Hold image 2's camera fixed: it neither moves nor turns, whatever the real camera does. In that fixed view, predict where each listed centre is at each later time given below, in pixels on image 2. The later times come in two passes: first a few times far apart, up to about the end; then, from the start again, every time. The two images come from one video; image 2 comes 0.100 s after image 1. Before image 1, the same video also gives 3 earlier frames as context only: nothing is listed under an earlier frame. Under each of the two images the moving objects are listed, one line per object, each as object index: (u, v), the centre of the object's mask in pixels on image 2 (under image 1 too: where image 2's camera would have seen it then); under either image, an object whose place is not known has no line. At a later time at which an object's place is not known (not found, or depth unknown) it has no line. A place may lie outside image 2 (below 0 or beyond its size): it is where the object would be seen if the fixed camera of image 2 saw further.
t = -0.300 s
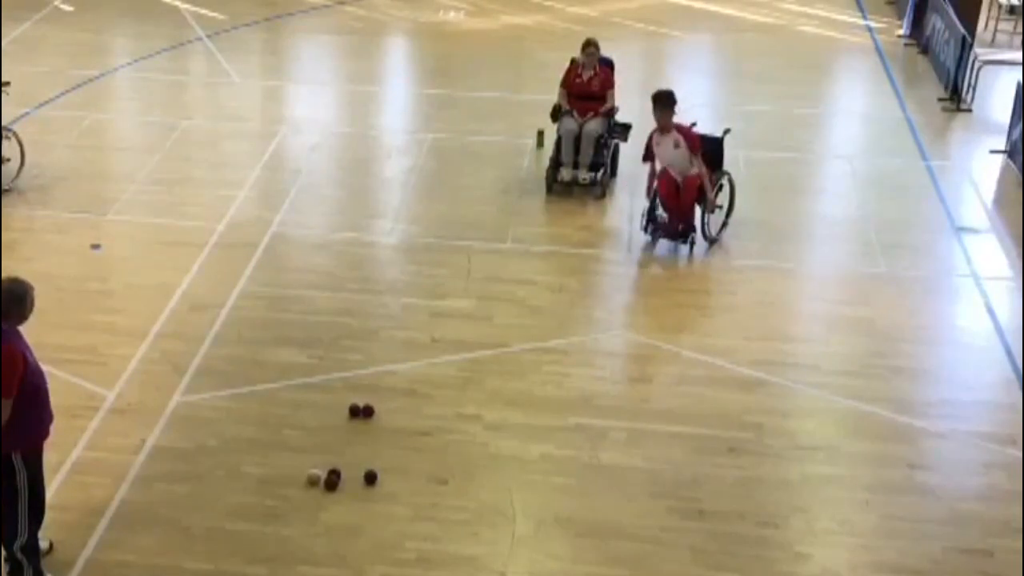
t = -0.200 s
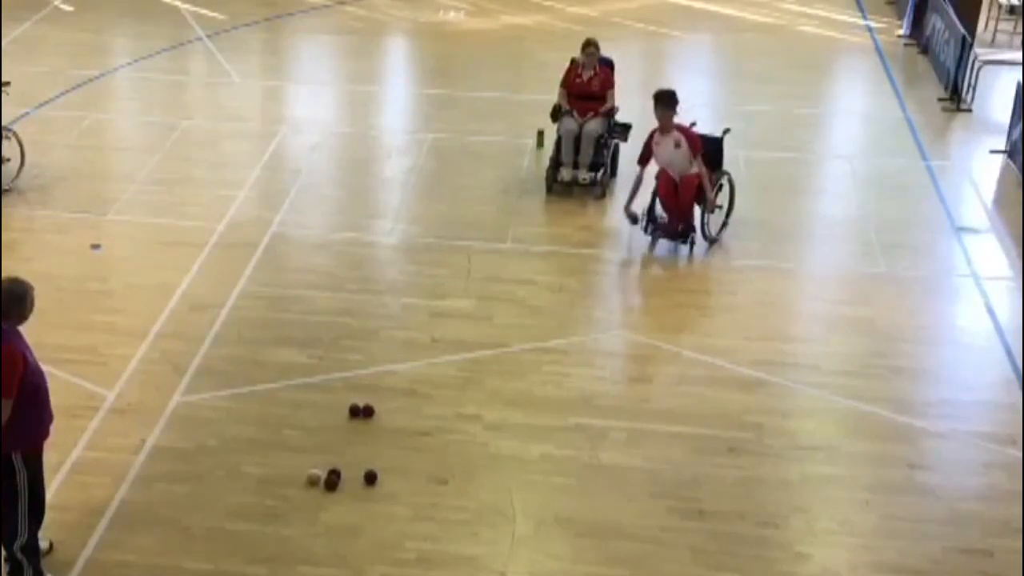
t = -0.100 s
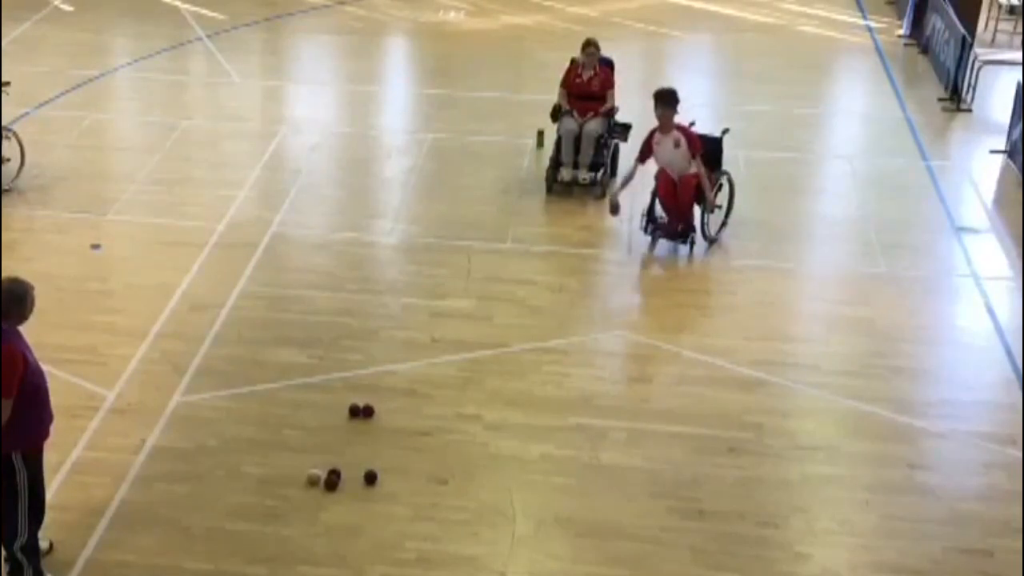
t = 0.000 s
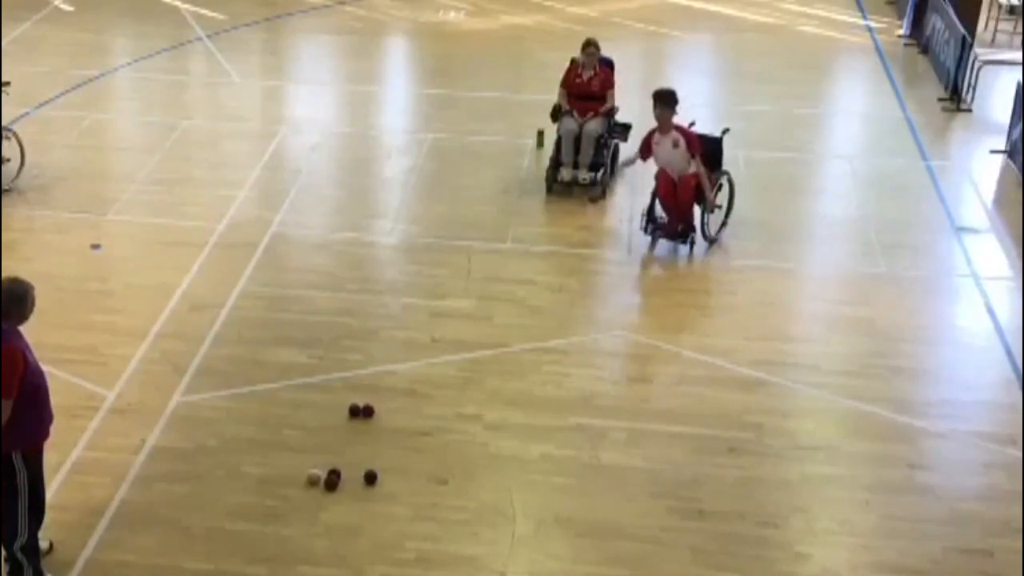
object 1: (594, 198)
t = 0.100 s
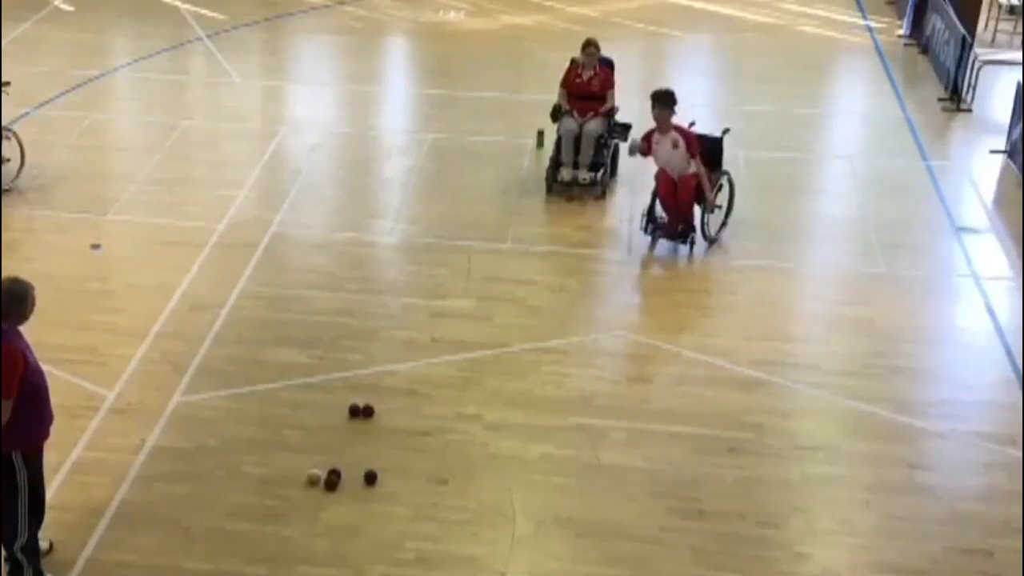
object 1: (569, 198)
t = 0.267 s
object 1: (525, 222)
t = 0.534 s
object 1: (443, 340)
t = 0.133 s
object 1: (560, 200)
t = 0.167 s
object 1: (550, 203)
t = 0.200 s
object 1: (543, 207)
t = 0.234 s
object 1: (534, 214)
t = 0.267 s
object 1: (525, 222)
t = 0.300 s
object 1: (515, 232)
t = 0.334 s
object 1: (505, 243)
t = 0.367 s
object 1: (495, 256)
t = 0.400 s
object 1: (485, 269)
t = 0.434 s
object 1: (477, 283)
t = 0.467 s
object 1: (467, 300)
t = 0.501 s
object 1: (453, 322)
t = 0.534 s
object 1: (443, 340)
